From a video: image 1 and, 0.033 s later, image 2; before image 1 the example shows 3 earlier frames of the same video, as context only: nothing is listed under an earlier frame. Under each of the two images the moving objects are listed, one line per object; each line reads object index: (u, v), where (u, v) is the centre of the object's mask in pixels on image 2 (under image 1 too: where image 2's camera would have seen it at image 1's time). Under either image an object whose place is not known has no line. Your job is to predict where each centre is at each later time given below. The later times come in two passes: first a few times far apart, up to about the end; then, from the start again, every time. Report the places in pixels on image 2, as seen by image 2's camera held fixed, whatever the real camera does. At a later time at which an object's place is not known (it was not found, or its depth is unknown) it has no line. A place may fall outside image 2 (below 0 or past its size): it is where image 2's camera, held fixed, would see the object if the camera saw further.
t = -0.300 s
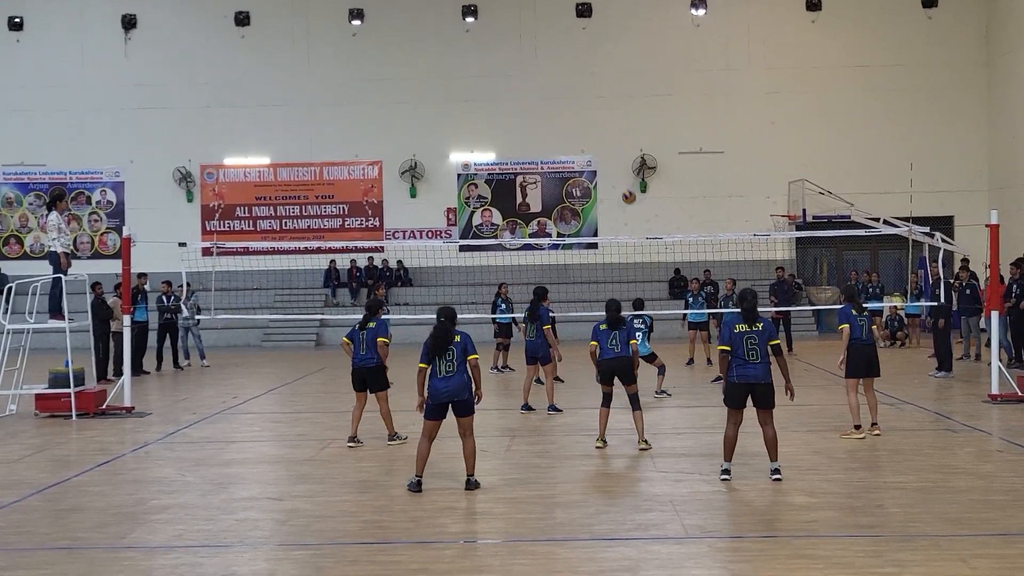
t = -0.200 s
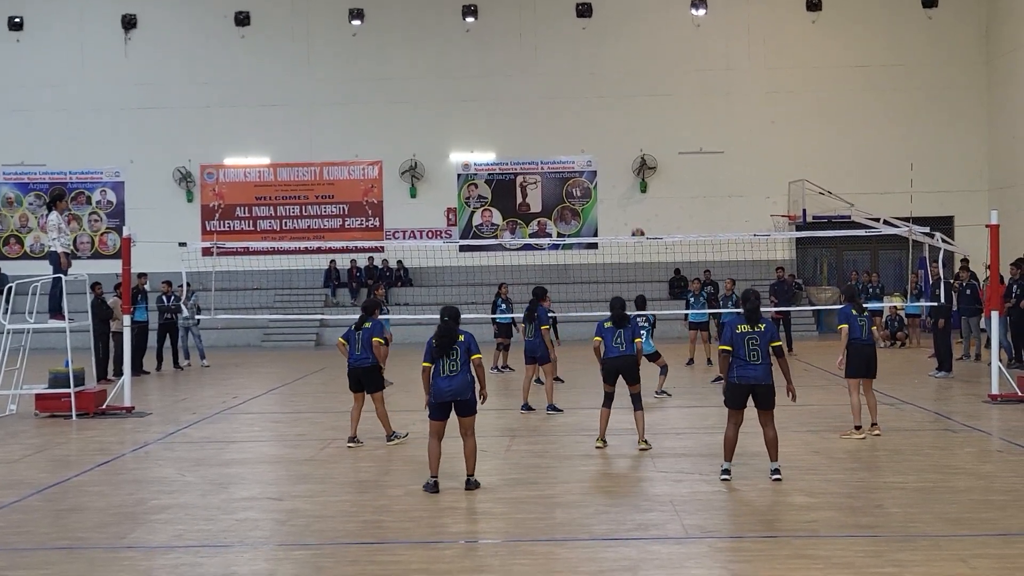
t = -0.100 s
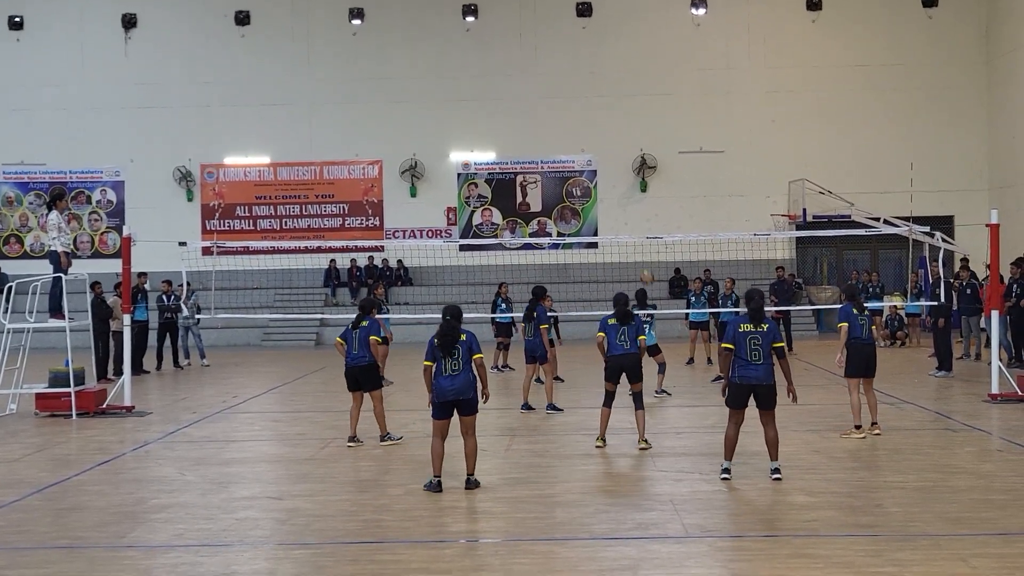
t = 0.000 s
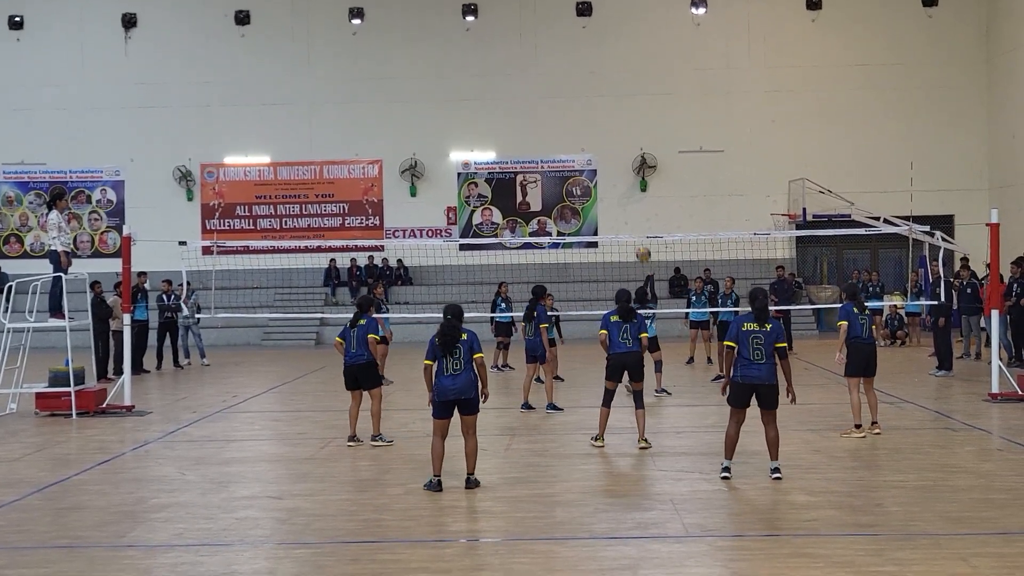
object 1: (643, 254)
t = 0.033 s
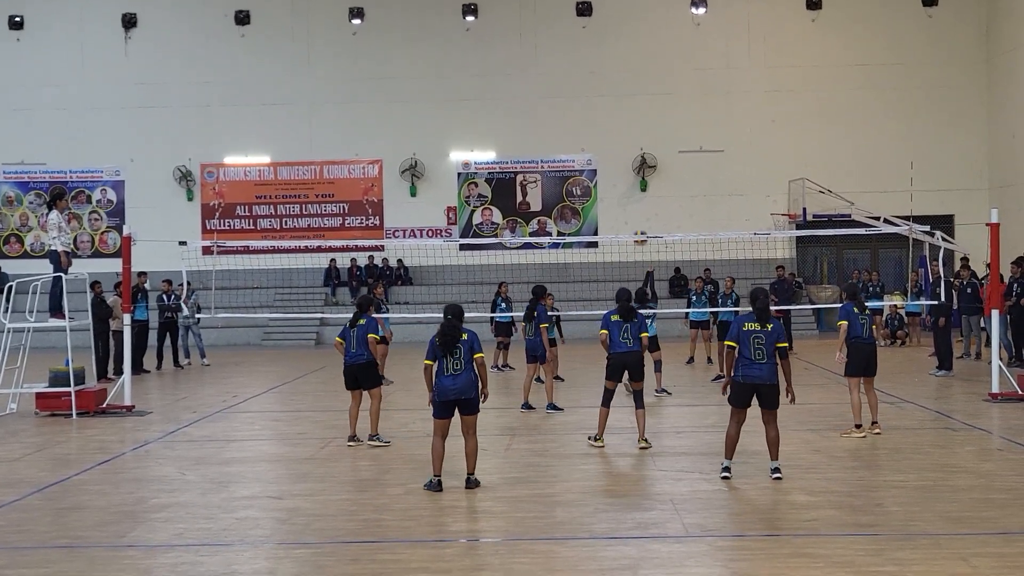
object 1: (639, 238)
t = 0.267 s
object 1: (616, 136)
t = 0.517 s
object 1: (588, 69)
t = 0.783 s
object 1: (555, 51)
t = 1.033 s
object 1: (527, 95)
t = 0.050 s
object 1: (639, 229)
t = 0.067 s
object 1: (637, 221)
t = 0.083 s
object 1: (635, 213)
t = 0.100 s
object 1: (633, 205)
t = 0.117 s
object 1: (629, 198)
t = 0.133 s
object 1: (630, 191)
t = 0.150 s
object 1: (628, 184)
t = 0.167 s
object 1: (626, 177)
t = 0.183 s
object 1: (625, 169)
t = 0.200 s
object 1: (621, 163)
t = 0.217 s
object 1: (622, 156)
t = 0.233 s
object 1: (620, 149)
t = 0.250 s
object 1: (618, 143)
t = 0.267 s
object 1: (616, 136)
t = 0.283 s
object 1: (614, 131)
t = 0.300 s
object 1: (611, 126)
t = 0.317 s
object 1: (611, 120)
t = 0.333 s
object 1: (609, 115)
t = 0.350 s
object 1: (606, 110)
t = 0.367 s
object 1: (607, 104)
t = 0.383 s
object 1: (604, 100)
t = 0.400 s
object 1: (603, 94)
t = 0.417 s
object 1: (600, 91)
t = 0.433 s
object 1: (599, 87)
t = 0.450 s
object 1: (598, 82)
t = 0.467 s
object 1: (593, 79)
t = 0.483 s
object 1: (591, 75)
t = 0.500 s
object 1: (589, 71)
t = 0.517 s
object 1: (588, 69)
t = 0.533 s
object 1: (589, 65)
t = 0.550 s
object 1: (586, 63)
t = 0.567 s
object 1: (584, 60)
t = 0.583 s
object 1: (580, 58)
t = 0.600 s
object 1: (580, 55)
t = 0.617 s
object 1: (576, 55)
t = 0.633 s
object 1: (574, 53)
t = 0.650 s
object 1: (573, 52)
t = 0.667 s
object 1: (571, 51)
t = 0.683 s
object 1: (571, 50)
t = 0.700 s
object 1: (570, 48)
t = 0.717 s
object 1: (566, 48)
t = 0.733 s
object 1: (565, 47)
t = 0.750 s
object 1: (561, 48)
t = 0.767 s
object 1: (560, 48)
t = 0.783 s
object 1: (555, 51)
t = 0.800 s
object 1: (554, 51)
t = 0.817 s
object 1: (553, 52)
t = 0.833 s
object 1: (551, 54)
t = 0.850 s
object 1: (549, 55)
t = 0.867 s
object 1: (551, 56)
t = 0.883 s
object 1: (547, 59)
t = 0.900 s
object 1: (543, 61)
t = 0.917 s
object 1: (541, 66)
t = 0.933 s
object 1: (539, 69)
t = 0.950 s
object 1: (538, 73)
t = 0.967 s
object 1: (533, 76)
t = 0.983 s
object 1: (531, 80)
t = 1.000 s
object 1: (530, 85)
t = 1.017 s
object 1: (529, 90)
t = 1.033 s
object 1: (527, 95)
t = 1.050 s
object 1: (528, 101)
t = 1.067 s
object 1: (522, 107)
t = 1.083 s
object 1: (520, 114)
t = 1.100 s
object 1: (518, 121)
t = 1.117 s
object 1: (516, 129)
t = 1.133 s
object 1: (511, 136)
